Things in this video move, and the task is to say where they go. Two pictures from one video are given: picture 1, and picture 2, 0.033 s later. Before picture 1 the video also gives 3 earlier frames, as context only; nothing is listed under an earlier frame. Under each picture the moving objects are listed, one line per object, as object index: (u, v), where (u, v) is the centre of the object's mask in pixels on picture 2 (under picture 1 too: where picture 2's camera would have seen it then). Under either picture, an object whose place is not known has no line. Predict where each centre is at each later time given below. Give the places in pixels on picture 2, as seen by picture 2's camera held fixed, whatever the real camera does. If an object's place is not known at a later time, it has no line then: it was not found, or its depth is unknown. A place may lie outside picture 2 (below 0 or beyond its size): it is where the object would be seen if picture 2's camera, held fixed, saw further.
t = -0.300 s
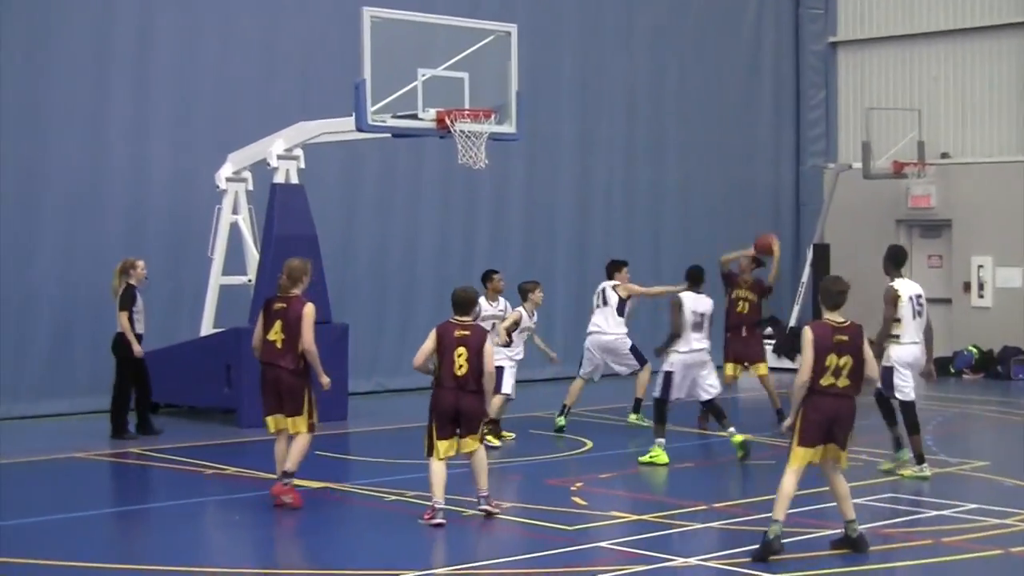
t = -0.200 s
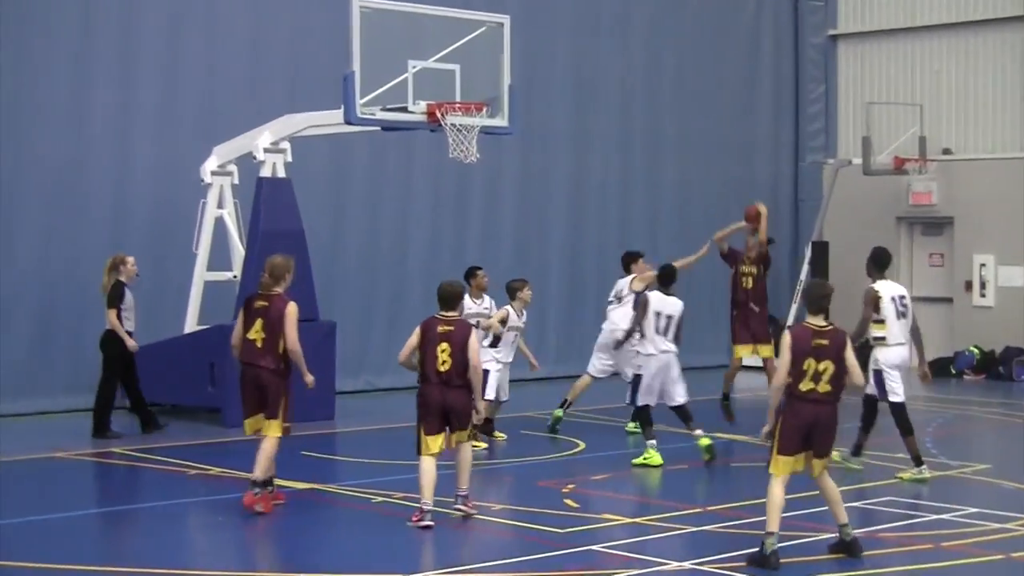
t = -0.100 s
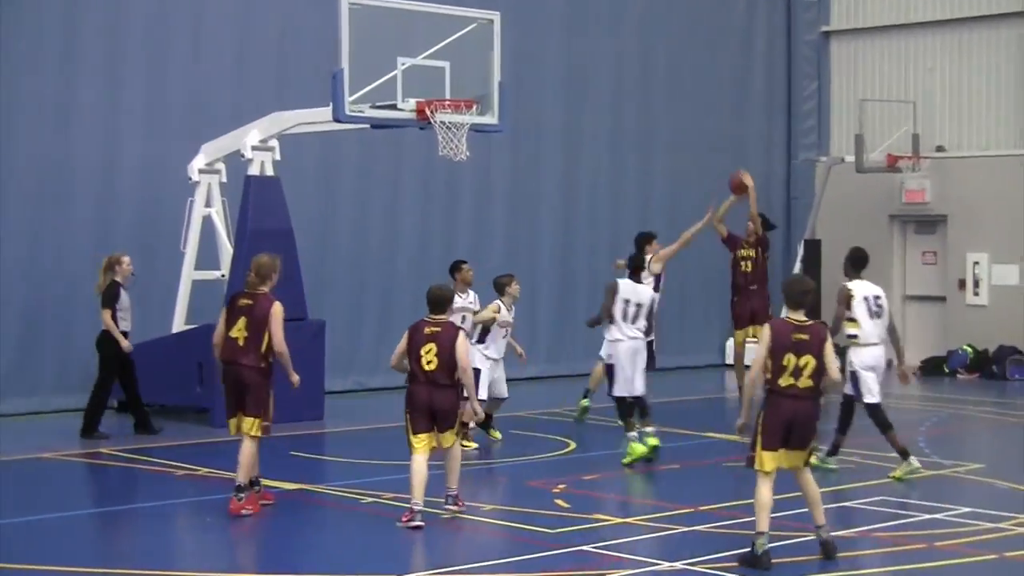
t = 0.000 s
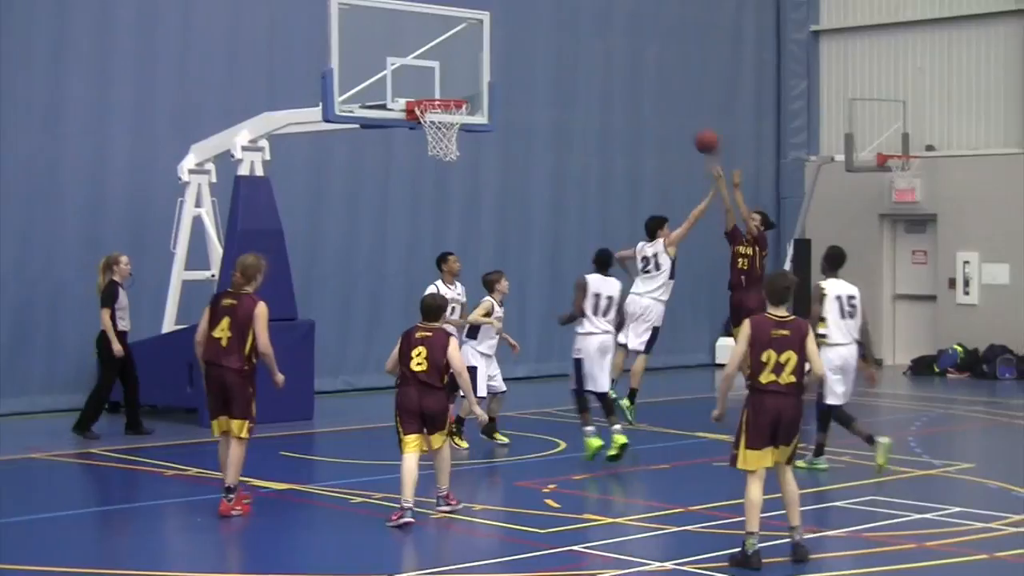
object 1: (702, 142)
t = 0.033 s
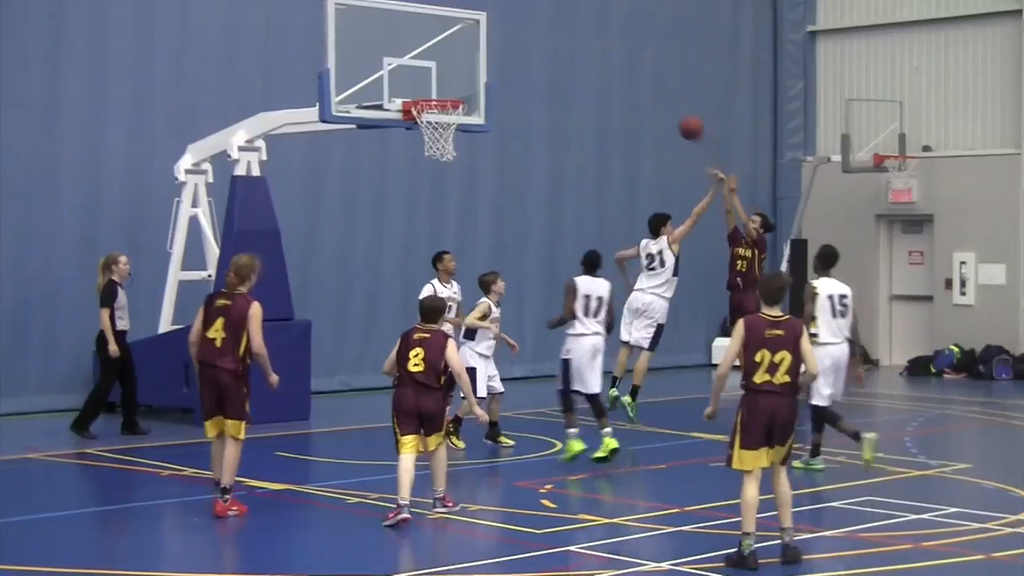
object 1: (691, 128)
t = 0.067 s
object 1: (680, 115)
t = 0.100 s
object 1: (668, 104)
